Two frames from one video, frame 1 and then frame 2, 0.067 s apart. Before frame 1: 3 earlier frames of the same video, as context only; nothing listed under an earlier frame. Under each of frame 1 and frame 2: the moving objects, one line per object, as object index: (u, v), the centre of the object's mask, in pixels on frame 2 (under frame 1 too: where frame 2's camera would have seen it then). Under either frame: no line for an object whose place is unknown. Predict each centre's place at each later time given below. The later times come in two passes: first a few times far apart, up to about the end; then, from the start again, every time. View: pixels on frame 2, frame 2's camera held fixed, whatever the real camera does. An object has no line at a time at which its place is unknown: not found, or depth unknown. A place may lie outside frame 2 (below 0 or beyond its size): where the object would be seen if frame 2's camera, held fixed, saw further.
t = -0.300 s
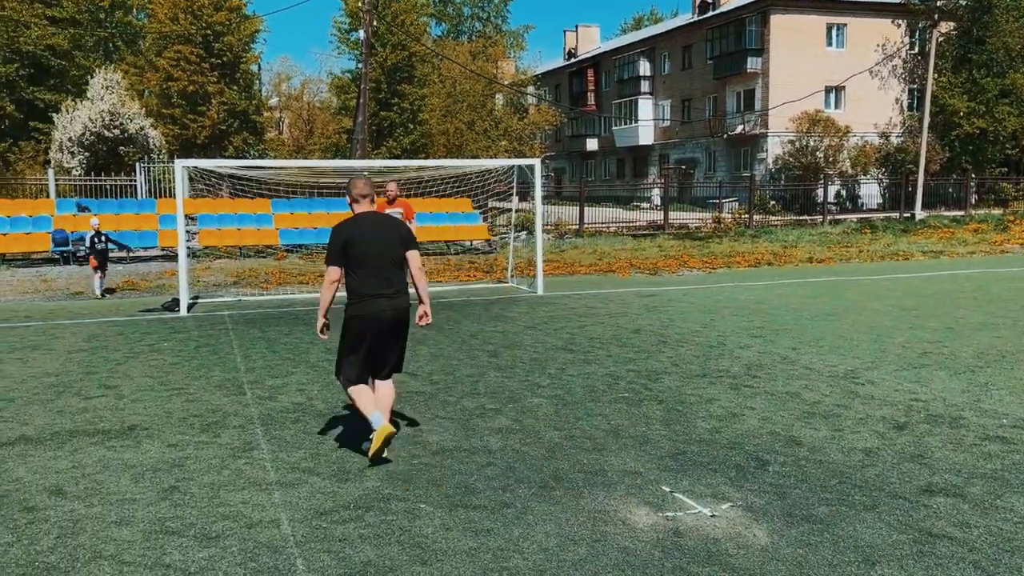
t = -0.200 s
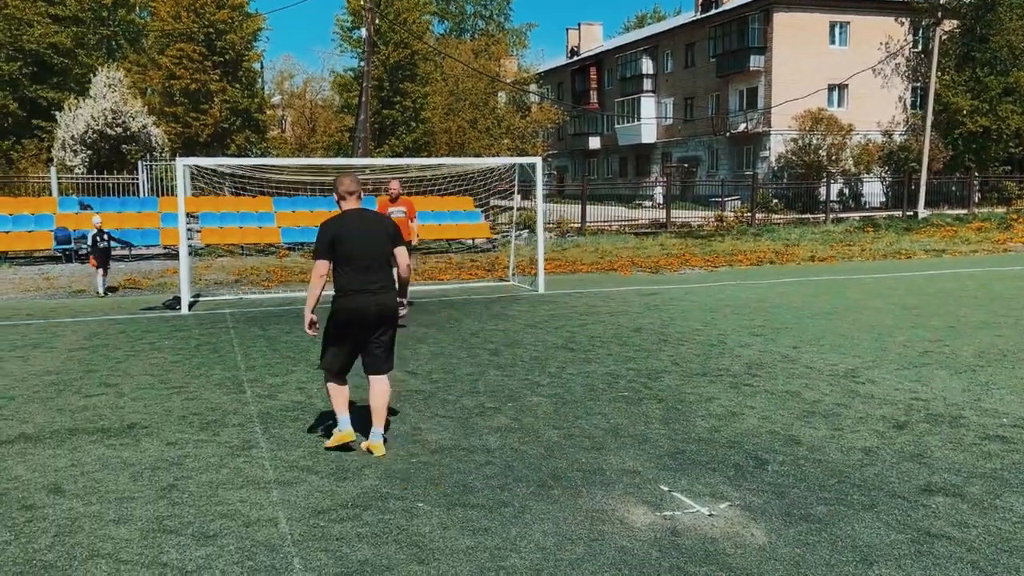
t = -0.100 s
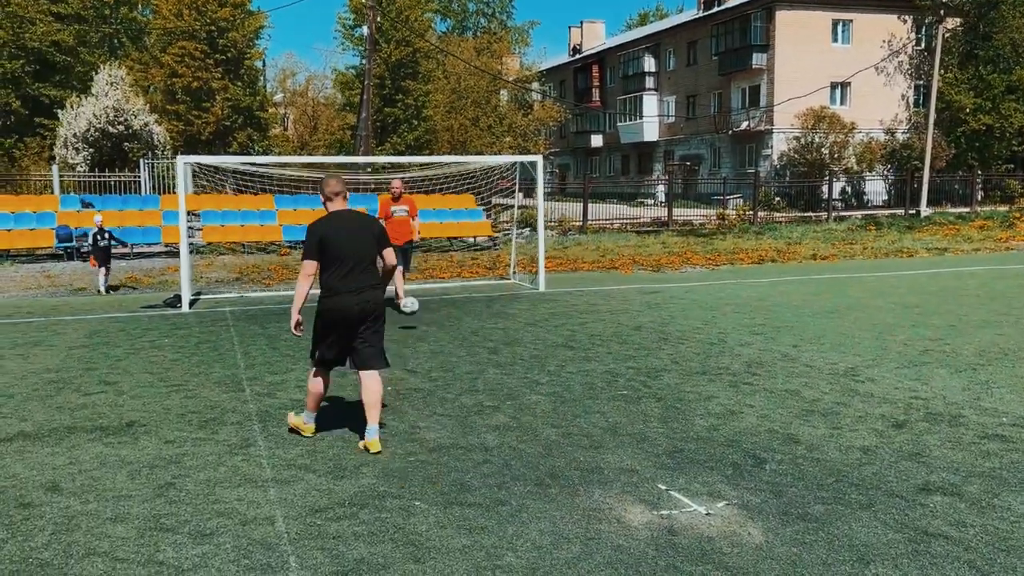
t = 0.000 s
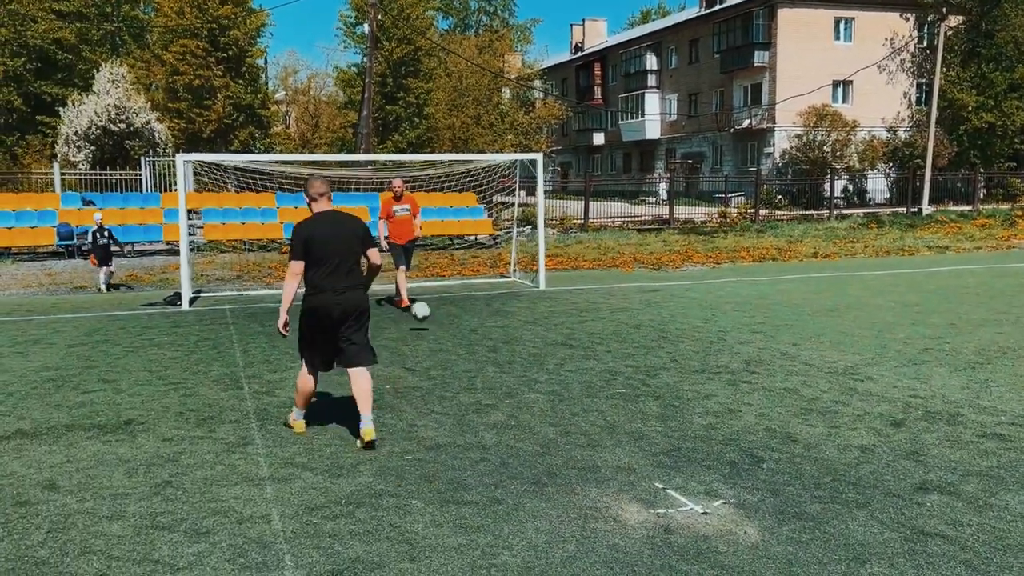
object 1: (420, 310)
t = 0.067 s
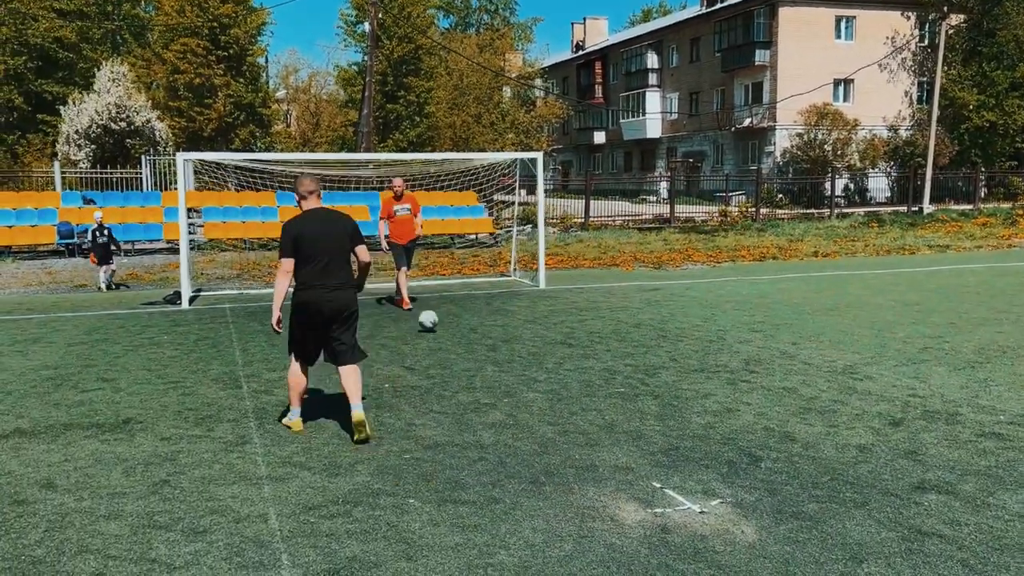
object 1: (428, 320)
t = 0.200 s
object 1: (445, 320)
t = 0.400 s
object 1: (473, 334)
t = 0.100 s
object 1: (432, 324)
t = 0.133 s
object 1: (436, 322)
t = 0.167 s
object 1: (441, 321)
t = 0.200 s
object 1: (445, 320)
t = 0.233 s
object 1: (450, 321)
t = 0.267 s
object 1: (454, 323)
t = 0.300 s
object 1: (459, 326)
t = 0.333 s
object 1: (464, 331)
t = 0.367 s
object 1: (469, 336)
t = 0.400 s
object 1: (473, 334)
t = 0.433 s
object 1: (478, 333)
